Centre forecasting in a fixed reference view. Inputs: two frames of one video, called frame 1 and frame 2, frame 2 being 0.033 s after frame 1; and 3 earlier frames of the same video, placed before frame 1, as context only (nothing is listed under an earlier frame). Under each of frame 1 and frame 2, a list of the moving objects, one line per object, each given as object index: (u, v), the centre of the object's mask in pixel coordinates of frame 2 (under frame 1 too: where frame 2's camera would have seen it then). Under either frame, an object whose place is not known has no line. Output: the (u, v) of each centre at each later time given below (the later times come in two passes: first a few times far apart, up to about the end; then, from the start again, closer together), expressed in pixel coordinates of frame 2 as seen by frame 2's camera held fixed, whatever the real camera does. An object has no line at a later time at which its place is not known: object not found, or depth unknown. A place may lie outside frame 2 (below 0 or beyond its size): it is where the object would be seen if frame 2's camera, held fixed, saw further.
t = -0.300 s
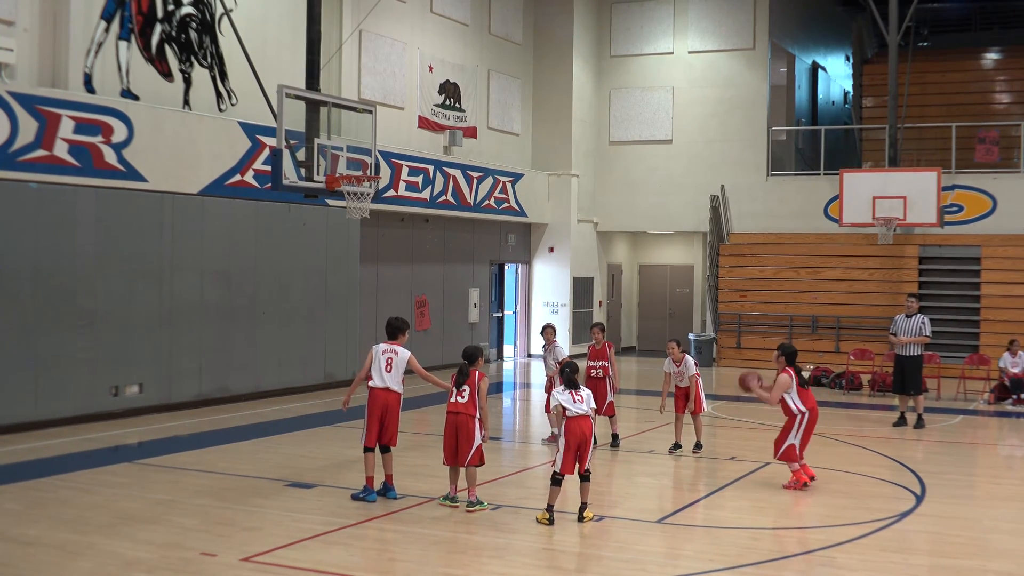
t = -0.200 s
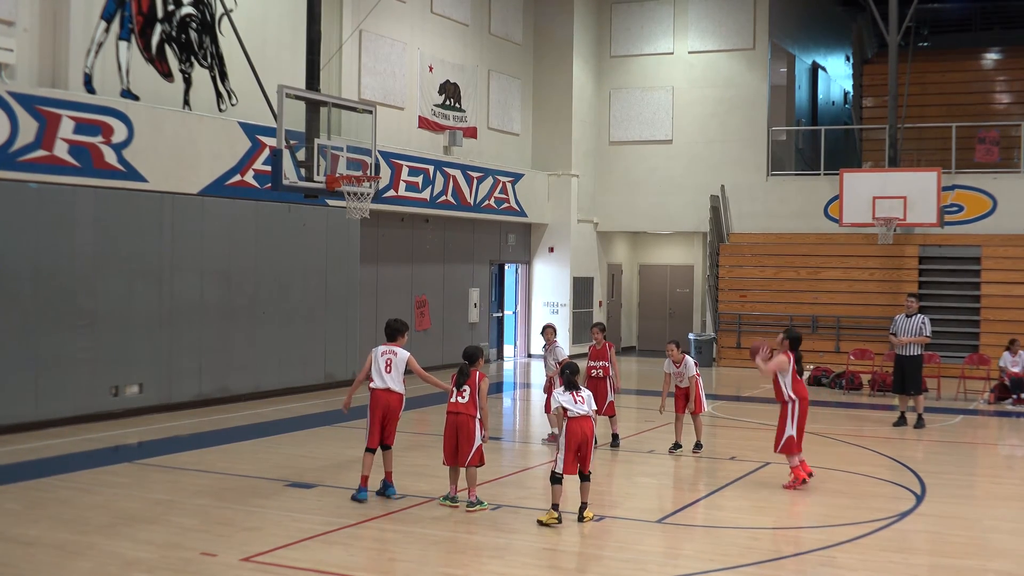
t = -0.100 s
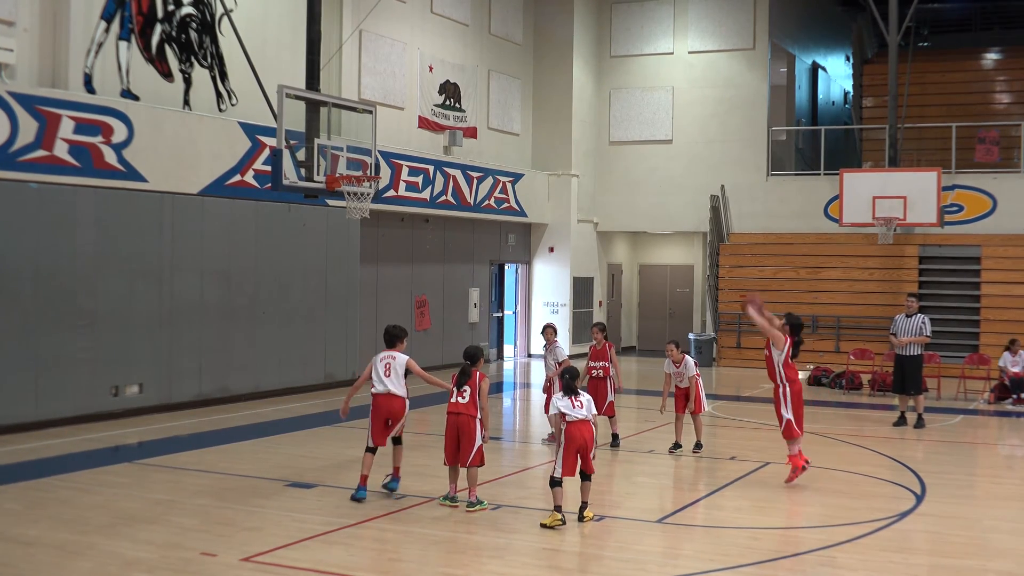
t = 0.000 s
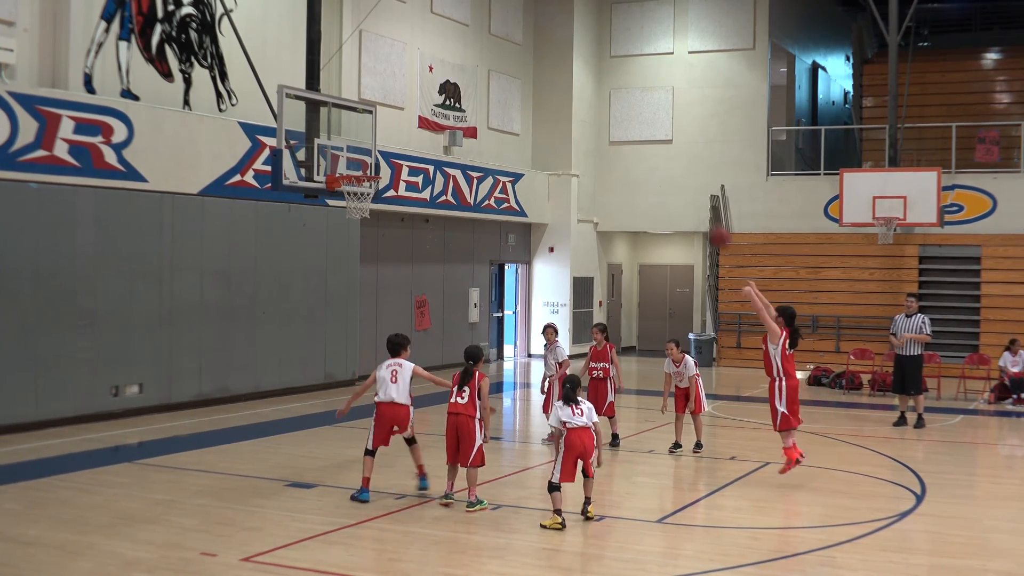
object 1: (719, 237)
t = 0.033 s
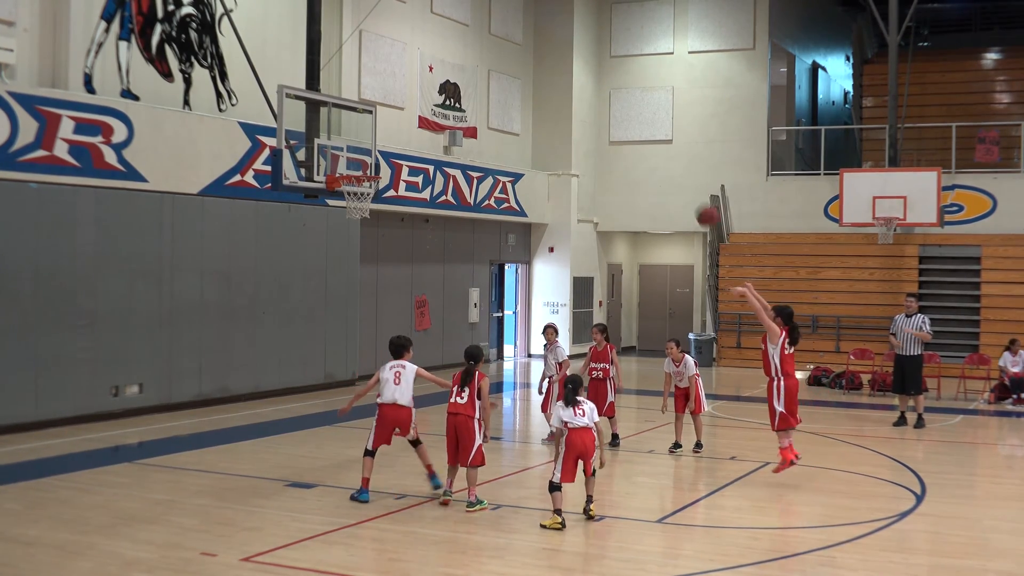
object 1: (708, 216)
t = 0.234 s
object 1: (641, 112)
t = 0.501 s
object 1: (559, 39)
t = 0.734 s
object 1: (489, 30)
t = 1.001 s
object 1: (413, 80)
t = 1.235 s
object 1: (350, 168)
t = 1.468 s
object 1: (375, 94)
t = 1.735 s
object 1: (405, 62)
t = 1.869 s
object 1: (420, 71)
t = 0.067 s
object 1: (696, 195)
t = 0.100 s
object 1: (685, 176)
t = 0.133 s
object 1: (674, 158)
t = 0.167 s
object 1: (663, 142)
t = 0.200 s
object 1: (652, 127)
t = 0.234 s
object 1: (641, 112)
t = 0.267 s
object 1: (631, 100)
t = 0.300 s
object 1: (620, 88)
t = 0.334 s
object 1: (610, 77)
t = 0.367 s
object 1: (600, 67)
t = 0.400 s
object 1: (590, 58)
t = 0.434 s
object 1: (579, 51)
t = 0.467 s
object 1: (569, 45)
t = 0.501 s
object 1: (559, 39)
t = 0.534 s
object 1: (549, 35)
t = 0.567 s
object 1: (539, 32)
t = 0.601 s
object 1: (529, 29)
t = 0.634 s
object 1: (519, 28)
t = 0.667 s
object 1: (509, 28)
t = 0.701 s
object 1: (499, 28)
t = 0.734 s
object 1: (489, 30)
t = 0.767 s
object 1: (480, 33)
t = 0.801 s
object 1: (470, 37)
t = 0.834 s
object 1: (460, 42)
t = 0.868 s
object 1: (450, 47)
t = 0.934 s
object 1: (432, 62)
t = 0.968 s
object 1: (423, 70)
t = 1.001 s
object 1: (413, 80)
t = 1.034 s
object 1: (404, 90)
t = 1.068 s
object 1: (394, 102)
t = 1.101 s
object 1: (385, 115)
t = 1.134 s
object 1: (376, 128)
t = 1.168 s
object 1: (366, 142)
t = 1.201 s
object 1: (358, 158)
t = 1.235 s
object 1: (350, 168)
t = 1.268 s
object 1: (353, 157)
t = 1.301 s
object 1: (357, 144)
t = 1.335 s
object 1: (360, 132)
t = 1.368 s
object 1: (364, 122)
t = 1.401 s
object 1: (368, 112)
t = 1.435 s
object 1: (371, 103)
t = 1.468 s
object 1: (375, 94)
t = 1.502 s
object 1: (379, 87)
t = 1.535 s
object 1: (382, 80)
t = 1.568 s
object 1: (386, 75)
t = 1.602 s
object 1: (390, 71)
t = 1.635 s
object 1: (393, 67)
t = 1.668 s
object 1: (397, 64)
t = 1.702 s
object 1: (401, 63)
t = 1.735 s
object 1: (405, 62)
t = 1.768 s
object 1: (408, 63)
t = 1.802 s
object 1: (412, 64)
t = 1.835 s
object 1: (416, 67)
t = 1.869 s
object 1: (420, 71)
